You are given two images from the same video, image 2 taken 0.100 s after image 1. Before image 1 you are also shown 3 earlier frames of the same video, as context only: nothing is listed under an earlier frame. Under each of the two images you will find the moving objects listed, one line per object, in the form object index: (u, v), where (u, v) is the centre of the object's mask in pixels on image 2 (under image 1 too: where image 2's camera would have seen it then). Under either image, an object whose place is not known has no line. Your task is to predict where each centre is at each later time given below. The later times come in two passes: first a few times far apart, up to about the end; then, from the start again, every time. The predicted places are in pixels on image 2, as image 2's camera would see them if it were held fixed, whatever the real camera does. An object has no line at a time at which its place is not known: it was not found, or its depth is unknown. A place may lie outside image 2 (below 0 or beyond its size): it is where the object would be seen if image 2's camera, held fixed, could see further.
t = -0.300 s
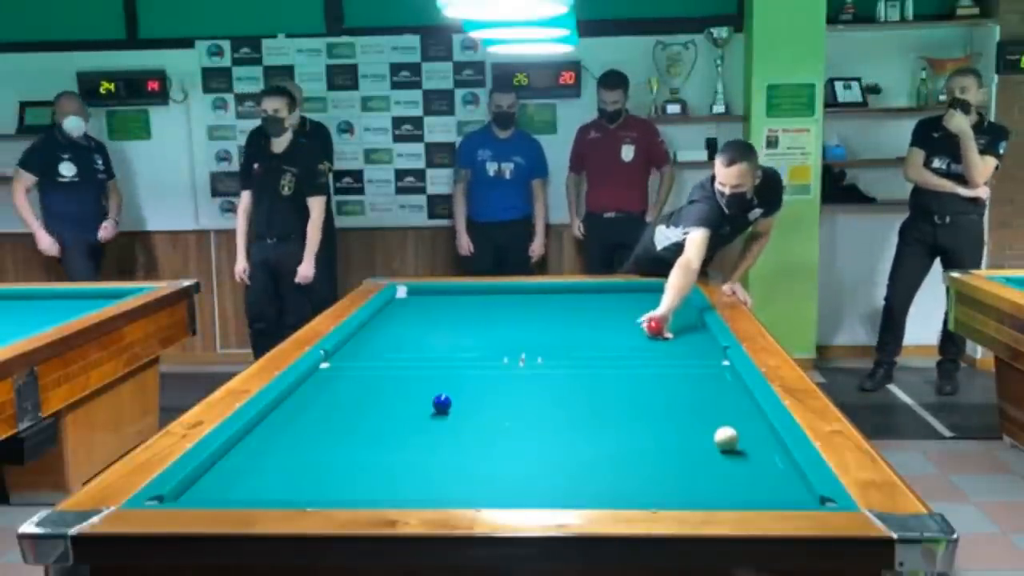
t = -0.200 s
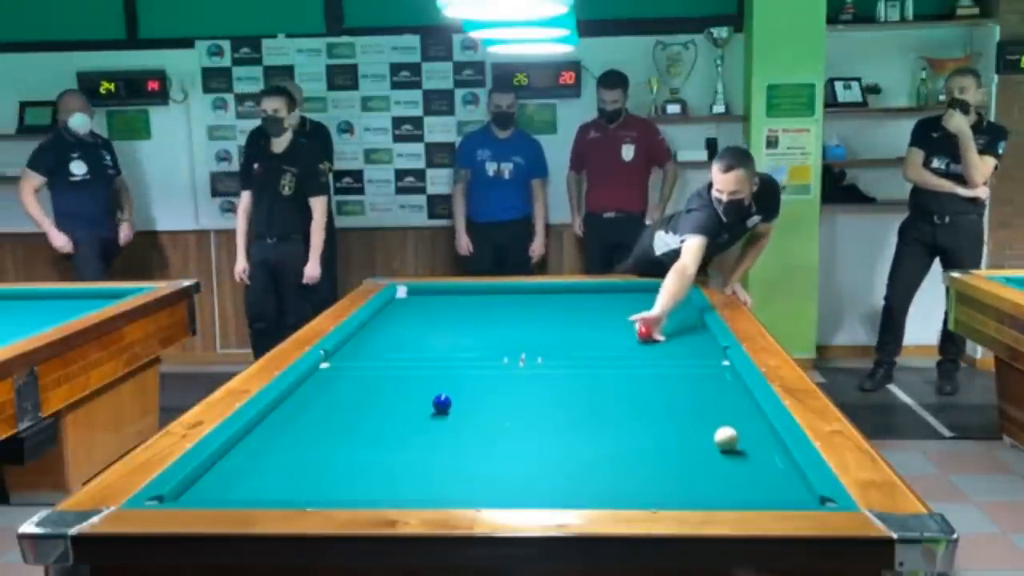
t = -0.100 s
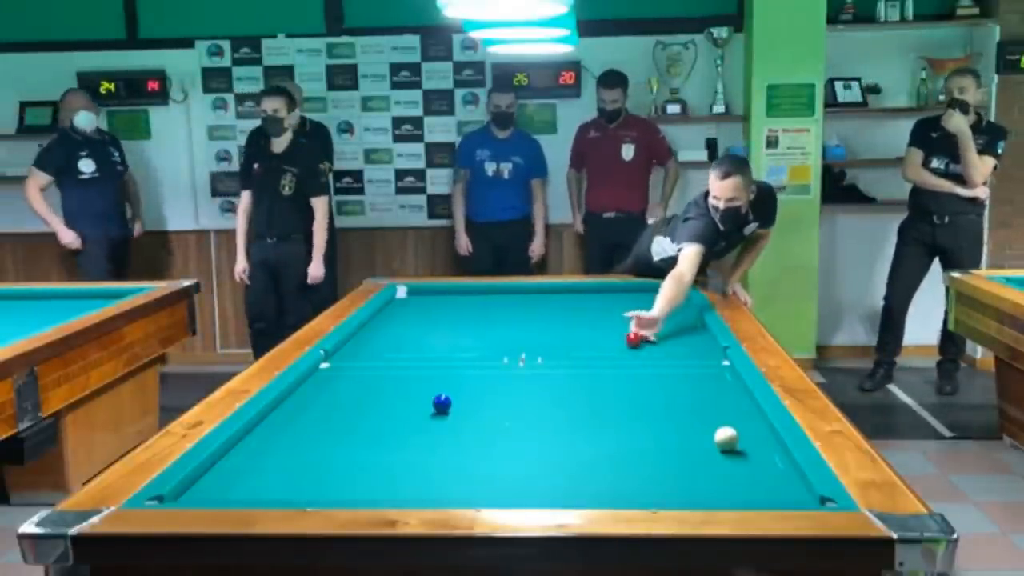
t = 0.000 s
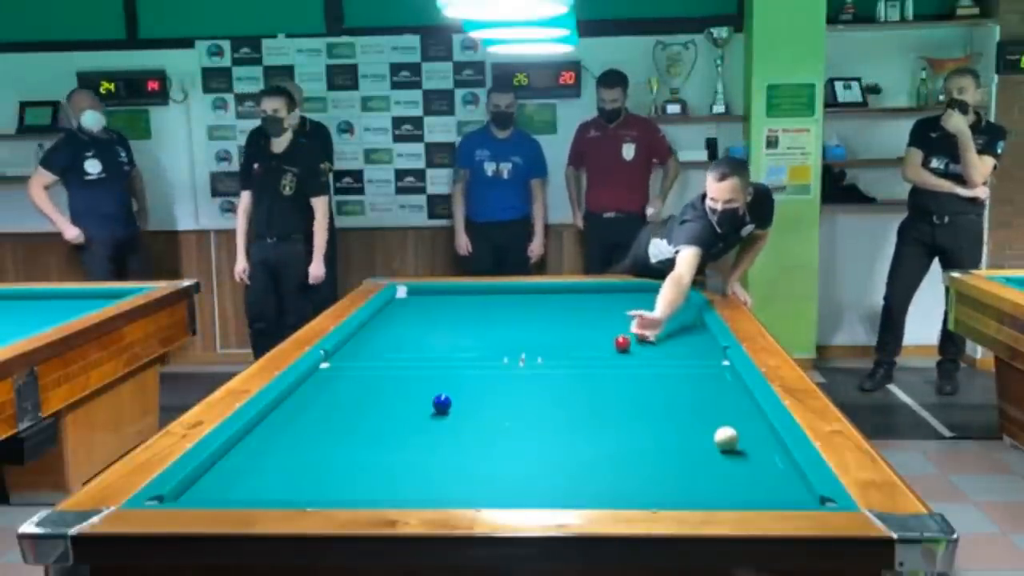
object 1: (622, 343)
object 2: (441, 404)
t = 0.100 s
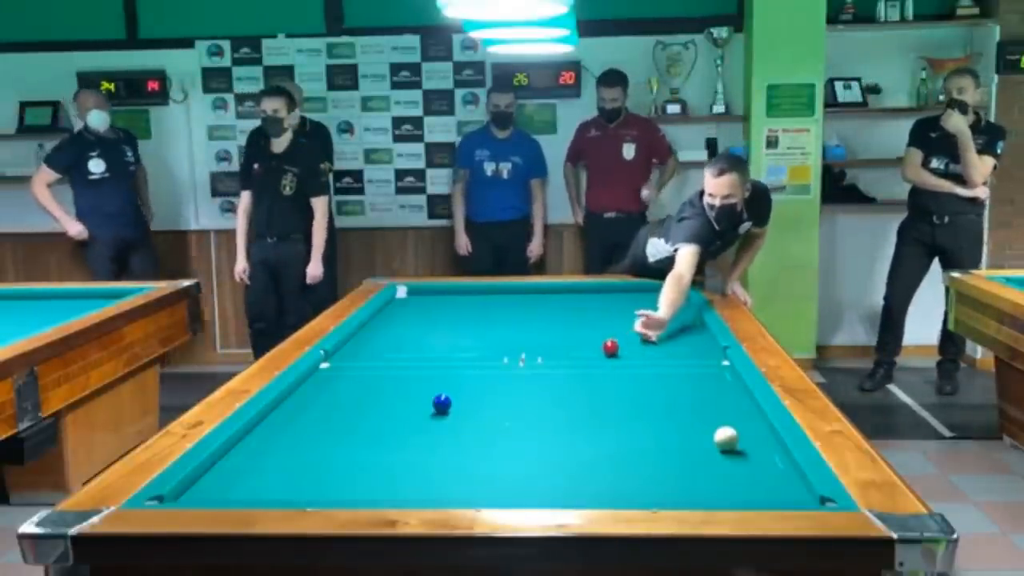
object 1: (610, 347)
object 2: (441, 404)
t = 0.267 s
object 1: (590, 355)
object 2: (441, 404)
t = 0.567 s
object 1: (552, 369)
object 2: (441, 404)
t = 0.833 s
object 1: (514, 383)
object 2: (441, 404)
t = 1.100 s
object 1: (473, 398)
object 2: (441, 403)
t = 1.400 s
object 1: (442, 417)
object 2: (419, 404)
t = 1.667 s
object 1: (416, 436)
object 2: (394, 404)
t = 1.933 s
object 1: (387, 456)
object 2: (371, 404)
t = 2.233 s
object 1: (352, 481)
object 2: (347, 404)
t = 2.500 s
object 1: (318, 495)
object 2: (327, 404)
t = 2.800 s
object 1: (315, 487)
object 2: (306, 404)
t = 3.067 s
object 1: (313, 477)
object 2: (288, 404)
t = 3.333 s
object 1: (312, 465)
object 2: (291, 403)
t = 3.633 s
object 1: (310, 453)
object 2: (299, 402)
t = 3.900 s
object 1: (309, 443)
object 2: (307, 402)
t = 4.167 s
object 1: (308, 435)
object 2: (314, 401)
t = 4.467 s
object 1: (307, 426)
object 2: (320, 401)
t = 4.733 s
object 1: (306, 418)
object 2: (325, 400)
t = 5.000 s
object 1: (305, 412)
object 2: (328, 399)
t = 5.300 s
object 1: (305, 405)
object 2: (331, 399)
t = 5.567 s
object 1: (304, 400)
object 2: (333, 399)
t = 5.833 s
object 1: (304, 395)
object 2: (334, 399)
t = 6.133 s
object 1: (304, 390)
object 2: (333, 399)
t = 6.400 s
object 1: (303, 385)
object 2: (333, 399)
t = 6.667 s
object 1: (308, 381)
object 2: (333, 399)
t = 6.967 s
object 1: (315, 379)
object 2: (333, 399)
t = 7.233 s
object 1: (320, 376)
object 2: (333, 399)
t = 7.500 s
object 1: (324, 373)
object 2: (333, 399)
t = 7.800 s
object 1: (328, 371)
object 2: (333, 399)
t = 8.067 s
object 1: (331, 368)
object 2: (333, 399)
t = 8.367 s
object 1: (334, 367)
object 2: (333, 399)
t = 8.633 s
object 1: (335, 365)
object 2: (333, 399)
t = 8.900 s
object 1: (336, 364)
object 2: (333, 399)
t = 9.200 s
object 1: (340, 363)
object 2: (333, 399)
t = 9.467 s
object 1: (345, 363)
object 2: (333, 399)
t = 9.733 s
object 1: (345, 362)
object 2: (333, 399)
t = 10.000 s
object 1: (345, 362)
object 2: (333, 399)
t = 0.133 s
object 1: (606, 349)
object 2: (441, 404)
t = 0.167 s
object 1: (602, 350)
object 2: (441, 404)
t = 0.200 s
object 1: (598, 352)
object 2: (441, 404)
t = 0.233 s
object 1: (594, 354)
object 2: (441, 404)
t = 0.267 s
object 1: (590, 355)
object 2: (441, 404)
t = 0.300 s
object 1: (586, 357)
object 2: (441, 404)
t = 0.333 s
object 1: (582, 357)
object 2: (441, 404)
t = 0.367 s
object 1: (577, 359)
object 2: (441, 404)
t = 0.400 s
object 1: (573, 361)
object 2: (441, 404)
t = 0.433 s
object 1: (569, 363)
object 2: (441, 404)
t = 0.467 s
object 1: (565, 364)
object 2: (441, 404)
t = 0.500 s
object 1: (560, 366)
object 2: (441, 404)
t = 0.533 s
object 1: (556, 368)
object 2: (441, 404)
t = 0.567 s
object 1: (552, 369)
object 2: (441, 404)
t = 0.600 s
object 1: (547, 371)
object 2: (441, 404)
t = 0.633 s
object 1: (542, 373)
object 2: (441, 404)
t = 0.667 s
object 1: (538, 374)
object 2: (441, 404)
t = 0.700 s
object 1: (533, 376)
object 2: (441, 404)
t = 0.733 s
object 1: (529, 378)
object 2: (441, 404)
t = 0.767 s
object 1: (524, 380)
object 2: (441, 404)
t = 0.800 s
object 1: (519, 381)
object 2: (441, 404)
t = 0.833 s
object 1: (514, 383)
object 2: (441, 404)
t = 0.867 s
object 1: (509, 385)
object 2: (441, 404)
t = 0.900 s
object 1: (504, 387)
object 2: (441, 404)
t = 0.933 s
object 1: (499, 389)
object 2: (441, 404)
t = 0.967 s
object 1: (494, 391)
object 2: (441, 404)
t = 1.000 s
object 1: (489, 392)
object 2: (441, 404)
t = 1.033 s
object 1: (484, 394)
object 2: (441, 404)
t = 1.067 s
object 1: (479, 396)
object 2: (441, 404)
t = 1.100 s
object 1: (473, 398)
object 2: (441, 403)
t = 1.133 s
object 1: (468, 400)
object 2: (441, 403)
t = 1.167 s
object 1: (463, 402)
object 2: (441, 404)
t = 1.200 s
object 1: (459, 404)
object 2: (438, 404)
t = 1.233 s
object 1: (457, 407)
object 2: (435, 404)
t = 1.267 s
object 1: (454, 408)
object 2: (431, 404)
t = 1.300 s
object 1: (451, 411)
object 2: (428, 404)
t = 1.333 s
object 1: (448, 413)
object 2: (425, 404)
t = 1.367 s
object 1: (445, 415)
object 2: (422, 404)
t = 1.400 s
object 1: (442, 417)
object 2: (419, 404)
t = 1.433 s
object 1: (439, 419)
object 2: (415, 404)
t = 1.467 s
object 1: (436, 421)
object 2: (413, 404)
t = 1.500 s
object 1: (432, 423)
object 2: (409, 404)
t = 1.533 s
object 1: (429, 426)
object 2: (406, 404)
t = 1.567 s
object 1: (426, 428)
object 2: (403, 404)
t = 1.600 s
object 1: (423, 430)
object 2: (400, 404)
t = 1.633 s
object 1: (420, 433)
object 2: (397, 404)
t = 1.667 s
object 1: (416, 436)
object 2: (394, 404)
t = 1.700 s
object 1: (413, 438)
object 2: (391, 404)
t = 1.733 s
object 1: (409, 440)
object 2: (389, 404)
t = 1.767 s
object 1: (405, 443)
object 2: (386, 404)
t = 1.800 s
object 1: (402, 445)
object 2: (383, 404)
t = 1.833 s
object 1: (398, 448)
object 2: (380, 404)
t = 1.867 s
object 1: (395, 450)
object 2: (377, 404)
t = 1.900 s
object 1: (391, 453)
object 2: (374, 404)
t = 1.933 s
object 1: (387, 456)
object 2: (371, 404)
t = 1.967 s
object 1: (384, 459)
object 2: (369, 404)
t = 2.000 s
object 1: (379, 461)
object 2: (366, 404)
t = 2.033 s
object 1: (376, 464)
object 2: (363, 404)
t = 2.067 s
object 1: (372, 467)
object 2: (360, 404)
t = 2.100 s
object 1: (368, 470)
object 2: (358, 404)
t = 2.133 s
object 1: (364, 473)
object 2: (355, 404)
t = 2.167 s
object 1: (360, 476)
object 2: (352, 404)
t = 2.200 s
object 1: (356, 479)
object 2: (350, 404)
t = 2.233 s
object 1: (352, 481)
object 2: (347, 404)
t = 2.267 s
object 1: (347, 484)
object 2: (344, 404)
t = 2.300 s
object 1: (343, 486)
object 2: (342, 404)
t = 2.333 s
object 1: (339, 488)
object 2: (339, 404)
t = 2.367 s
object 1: (335, 490)
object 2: (337, 404)
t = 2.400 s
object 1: (330, 491)
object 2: (334, 404)
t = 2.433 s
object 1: (326, 493)
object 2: (332, 404)
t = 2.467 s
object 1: (321, 494)
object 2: (329, 404)
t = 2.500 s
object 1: (318, 495)
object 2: (327, 404)
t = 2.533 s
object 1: (317, 495)
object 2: (324, 404)
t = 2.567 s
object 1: (317, 494)
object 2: (322, 404)
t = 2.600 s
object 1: (317, 493)
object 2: (319, 404)
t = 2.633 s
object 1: (316, 492)
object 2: (317, 404)
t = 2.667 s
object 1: (316, 491)
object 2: (315, 404)
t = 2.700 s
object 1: (316, 490)
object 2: (312, 404)
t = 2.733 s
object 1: (315, 489)
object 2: (310, 404)
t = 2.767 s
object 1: (315, 488)
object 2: (308, 404)
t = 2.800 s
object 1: (315, 487)
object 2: (306, 404)
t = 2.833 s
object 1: (315, 486)
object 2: (303, 404)
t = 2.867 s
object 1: (314, 485)
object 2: (301, 404)
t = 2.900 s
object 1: (314, 484)
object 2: (299, 404)
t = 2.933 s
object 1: (314, 483)
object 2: (297, 404)
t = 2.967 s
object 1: (314, 482)
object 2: (294, 404)
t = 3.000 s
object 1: (314, 480)
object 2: (292, 404)
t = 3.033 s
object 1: (313, 478)
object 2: (290, 404)
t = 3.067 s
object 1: (313, 477)
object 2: (288, 404)
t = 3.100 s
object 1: (313, 475)
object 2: (286, 404)
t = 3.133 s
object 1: (313, 474)
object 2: (284, 404)
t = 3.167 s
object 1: (312, 472)
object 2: (285, 404)
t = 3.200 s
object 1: (313, 471)
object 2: (286, 404)
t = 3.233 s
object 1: (312, 469)
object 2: (287, 404)
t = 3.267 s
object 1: (312, 468)
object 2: (289, 404)
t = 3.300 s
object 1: (312, 466)
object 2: (290, 404)
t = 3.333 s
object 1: (312, 465)
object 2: (291, 403)
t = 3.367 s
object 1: (312, 463)
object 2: (292, 403)
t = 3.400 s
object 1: (311, 462)
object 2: (293, 403)
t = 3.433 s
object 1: (311, 461)
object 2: (294, 402)
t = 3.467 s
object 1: (311, 459)
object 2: (295, 402)
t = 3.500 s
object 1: (311, 458)
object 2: (295, 402)
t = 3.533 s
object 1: (311, 456)
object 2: (296, 402)
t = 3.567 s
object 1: (311, 455)
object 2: (298, 402)
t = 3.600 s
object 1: (311, 454)
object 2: (299, 402)
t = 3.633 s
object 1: (310, 453)
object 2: (299, 402)
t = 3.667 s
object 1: (310, 451)
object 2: (301, 402)
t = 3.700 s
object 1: (310, 450)
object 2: (302, 402)
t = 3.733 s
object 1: (310, 449)
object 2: (303, 402)
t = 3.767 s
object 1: (310, 448)
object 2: (304, 402)
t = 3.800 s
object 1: (310, 447)
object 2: (304, 402)
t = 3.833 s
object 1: (310, 445)
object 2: (305, 402)
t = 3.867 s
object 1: (309, 444)
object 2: (306, 402)
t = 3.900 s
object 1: (309, 443)
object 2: (307, 402)
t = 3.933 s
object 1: (309, 442)
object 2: (308, 402)
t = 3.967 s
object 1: (309, 441)
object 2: (309, 402)
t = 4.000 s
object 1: (309, 440)
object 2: (310, 402)
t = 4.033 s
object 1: (309, 438)
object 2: (310, 402)
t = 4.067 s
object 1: (309, 437)
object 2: (311, 401)
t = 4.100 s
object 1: (309, 436)
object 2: (312, 401)
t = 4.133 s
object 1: (309, 435)
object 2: (313, 401)
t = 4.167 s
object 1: (308, 435)
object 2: (314, 401)
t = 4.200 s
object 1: (308, 433)
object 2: (315, 401)
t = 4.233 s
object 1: (308, 432)
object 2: (315, 401)
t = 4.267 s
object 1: (308, 431)
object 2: (316, 401)
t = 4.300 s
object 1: (308, 430)
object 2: (317, 401)
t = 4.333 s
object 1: (308, 430)
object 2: (318, 401)
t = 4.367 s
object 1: (308, 428)
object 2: (318, 401)
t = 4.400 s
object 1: (308, 428)
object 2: (319, 401)
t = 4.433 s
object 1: (307, 427)
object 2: (319, 401)
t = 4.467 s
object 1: (307, 426)
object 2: (320, 401)
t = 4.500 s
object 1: (307, 425)
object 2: (321, 400)
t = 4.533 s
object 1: (307, 424)
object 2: (321, 401)
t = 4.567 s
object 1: (307, 423)
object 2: (322, 400)
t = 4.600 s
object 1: (307, 422)
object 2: (323, 400)
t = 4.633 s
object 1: (307, 421)
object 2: (323, 400)
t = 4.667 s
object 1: (307, 420)
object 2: (324, 400)
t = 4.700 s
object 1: (306, 419)
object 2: (324, 400)
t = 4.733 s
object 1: (306, 418)
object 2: (325, 400)
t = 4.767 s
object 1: (306, 418)
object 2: (325, 400)
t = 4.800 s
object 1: (306, 417)
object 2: (326, 399)
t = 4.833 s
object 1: (306, 416)
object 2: (326, 400)
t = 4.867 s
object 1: (306, 415)
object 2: (326, 400)
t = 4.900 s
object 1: (306, 414)
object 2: (327, 399)
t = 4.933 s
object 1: (306, 413)
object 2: (327, 399)
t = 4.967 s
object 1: (305, 412)
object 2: (328, 399)
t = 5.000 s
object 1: (305, 412)
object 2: (328, 399)
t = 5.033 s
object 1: (305, 411)
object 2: (328, 399)
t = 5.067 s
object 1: (305, 410)
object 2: (329, 399)
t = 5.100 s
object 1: (305, 410)
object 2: (329, 399)
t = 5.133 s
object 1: (305, 409)
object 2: (329, 399)
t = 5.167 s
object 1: (305, 408)
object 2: (330, 399)
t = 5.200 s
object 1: (305, 407)
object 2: (330, 399)
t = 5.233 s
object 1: (305, 407)
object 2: (330, 399)
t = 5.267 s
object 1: (305, 406)
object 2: (330, 399)
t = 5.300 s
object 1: (305, 405)
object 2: (331, 399)
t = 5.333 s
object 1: (304, 404)
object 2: (331, 399)
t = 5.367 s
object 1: (304, 404)
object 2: (331, 399)
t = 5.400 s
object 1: (304, 403)
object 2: (331, 399)
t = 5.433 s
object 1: (304, 402)
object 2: (332, 399)
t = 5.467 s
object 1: (304, 402)
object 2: (332, 399)
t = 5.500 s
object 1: (304, 401)
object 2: (332, 399)
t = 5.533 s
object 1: (304, 400)
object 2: (332, 399)
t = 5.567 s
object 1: (304, 400)
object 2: (333, 399)
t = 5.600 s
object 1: (304, 399)
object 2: (333, 399)
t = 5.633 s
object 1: (304, 398)
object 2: (333, 399)
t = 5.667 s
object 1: (304, 398)
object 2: (333, 399)
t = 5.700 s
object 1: (304, 397)
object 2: (333, 399)
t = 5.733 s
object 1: (304, 396)
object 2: (334, 399)
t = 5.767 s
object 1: (304, 396)
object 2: (334, 399)
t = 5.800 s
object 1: (304, 395)
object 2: (334, 399)
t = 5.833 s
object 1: (304, 395)
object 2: (334, 399)
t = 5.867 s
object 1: (304, 394)
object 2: (334, 399)
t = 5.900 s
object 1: (304, 394)
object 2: (334, 399)
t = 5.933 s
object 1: (304, 393)
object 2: (334, 399)
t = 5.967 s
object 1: (304, 392)
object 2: (334, 399)
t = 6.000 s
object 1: (304, 392)
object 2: (333, 399)
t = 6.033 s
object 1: (304, 391)
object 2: (333, 399)
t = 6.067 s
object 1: (304, 391)
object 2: (333, 399)
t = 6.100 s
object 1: (304, 390)
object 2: (333, 399)
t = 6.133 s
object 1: (304, 390)
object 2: (333, 399)
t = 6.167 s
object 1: (304, 389)
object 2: (333, 399)
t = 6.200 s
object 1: (304, 388)
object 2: (333, 399)
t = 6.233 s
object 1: (304, 388)
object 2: (333, 399)
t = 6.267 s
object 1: (303, 387)
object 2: (333, 399)
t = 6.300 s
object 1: (304, 387)
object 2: (333, 399)
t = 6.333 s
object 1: (303, 386)
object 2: (333, 399)
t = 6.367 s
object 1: (303, 386)
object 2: (333, 399)
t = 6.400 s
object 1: (303, 385)
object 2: (333, 399)
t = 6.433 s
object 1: (303, 385)
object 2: (333, 399)
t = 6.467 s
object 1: (304, 384)
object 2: (333, 399)
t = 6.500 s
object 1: (305, 384)
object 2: (333, 399)
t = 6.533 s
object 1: (305, 383)
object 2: (333, 399)
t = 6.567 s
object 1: (306, 383)
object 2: (333, 399)
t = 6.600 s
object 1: (307, 382)
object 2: (333, 399)
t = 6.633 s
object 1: (308, 382)
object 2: (333, 399)
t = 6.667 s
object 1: (308, 381)
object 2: (333, 399)
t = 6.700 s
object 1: (309, 381)
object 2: (333, 399)
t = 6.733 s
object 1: (310, 381)
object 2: (333, 399)
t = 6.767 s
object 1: (311, 380)
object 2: (333, 399)
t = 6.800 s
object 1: (311, 380)
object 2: (333, 399)
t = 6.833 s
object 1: (312, 380)
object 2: (333, 399)
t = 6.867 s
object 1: (313, 379)
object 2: (333, 399)
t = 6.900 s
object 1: (313, 379)
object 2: (333, 399)
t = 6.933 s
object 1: (314, 379)
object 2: (333, 399)
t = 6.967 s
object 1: (315, 379)
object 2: (333, 399)
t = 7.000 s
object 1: (315, 378)
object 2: (333, 399)
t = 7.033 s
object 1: (316, 378)
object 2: (333, 399)
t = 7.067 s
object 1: (317, 378)
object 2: (333, 399)
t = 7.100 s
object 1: (317, 377)
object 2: (333, 399)
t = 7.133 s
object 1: (318, 377)
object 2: (333, 399)
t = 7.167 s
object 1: (319, 376)
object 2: (333, 399)
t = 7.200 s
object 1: (319, 376)
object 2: (333, 399)
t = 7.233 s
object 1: (320, 376)
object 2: (333, 399)
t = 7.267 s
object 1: (320, 375)
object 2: (333, 399)
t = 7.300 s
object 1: (321, 375)
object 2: (333, 399)
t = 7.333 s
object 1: (322, 374)
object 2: (333, 399)
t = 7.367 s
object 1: (322, 374)
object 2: (333, 399)
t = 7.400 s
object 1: (323, 374)
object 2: (333, 399)
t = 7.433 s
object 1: (323, 374)
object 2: (333, 399)
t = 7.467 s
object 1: (324, 373)
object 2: (333, 399)
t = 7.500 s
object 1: (324, 373)
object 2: (333, 399)
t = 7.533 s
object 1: (325, 373)
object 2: (333, 399)
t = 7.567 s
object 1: (325, 372)
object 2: (333, 399)
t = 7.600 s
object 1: (326, 372)
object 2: (333, 399)
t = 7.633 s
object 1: (326, 372)
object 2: (333, 399)
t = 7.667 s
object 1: (327, 372)
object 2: (333, 399)
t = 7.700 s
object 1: (327, 371)
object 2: (333, 399)
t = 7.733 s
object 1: (328, 371)
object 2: (333, 399)
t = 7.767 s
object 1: (328, 371)
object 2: (333, 399)
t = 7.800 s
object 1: (328, 371)
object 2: (333, 399)
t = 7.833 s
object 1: (329, 370)
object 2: (333, 399)
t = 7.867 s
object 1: (329, 370)
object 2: (333, 399)
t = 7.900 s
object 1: (329, 370)
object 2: (333, 399)
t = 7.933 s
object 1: (330, 369)
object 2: (333, 399)
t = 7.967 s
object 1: (330, 369)
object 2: (333, 399)
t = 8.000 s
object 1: (331, 369)
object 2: (333, 399)
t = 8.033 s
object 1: (331, 369)
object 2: (333, 399)
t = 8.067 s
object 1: (331, 368)
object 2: (333, 399)
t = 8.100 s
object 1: (332, 368)
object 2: (333, 399)
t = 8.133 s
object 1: (332, 368)
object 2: (333, 399)
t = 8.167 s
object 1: (332, 368)
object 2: (333, 399)
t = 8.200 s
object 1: (332, 367)
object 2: (333, 399)
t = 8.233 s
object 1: (333, 367)
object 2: (333, 399)
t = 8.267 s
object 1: (333, 367)
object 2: (333, 399)
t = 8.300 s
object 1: (333, 367)
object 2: (333, 399)
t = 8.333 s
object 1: (334, 367)
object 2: (333, 399)
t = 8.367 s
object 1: (334, 367)
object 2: (333, 399)
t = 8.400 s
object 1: (334, 366)
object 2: (333, 399)
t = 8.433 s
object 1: (334, 366)
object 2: (333, 399)
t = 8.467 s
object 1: (334, 366)
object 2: (333, 399)
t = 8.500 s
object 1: (334, 366)
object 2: (333, 399)
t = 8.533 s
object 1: (335, 366)
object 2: (333, 399)
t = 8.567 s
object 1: (335, 366)
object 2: (333, 399)
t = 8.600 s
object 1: (335, 366)
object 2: (333, 399)
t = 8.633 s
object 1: (335, 365)
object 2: (333, 399)
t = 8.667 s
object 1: (335, 365)
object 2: (333, 399)
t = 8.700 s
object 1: (335, 365)
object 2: (333, 399)
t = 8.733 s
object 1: (336, 365)
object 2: (333, 399)
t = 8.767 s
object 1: (336, 365)
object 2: (333, 399)
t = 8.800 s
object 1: (336, 365)
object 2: (333, 399)
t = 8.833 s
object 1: (336, 365)
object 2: (333, 399)
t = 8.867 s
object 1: (336, 364)
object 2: (333, 399)
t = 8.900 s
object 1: (336, 364)
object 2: (333, 399)
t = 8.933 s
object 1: (338, 364)
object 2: (333, 399)
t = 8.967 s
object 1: (337, 364)
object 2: (333, 399)
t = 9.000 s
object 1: (337, 364)
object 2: (333, 399)
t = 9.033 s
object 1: (339, 364)
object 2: (333, 399)
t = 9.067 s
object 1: (339, 364)
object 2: (333, 399)
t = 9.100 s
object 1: (339, 364)
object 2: (333, 399)
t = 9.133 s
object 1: (340, 364)
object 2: (333, 399)
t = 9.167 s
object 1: (340, 364)
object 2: (333, 399)
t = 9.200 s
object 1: (340, 363)
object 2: (333, 399)
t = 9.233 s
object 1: (344, 363)
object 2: (333, 399)
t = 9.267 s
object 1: (344, 363)
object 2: (333, 399)
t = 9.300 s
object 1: (344, 363)
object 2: (333, 399)
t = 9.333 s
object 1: (344, 363)
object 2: (333, 399)
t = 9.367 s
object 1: (344, 363)
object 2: (333, 399)
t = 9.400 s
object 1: (345, 363)
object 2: (333, 399)
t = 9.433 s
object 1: (345, 362)
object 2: (333, 399)
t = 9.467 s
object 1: (345, 363)
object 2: (333, 399)
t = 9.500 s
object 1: (345, 362)
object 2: (333, 399)
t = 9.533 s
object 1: (345, 362)
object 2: (333, 399)
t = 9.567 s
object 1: (345, 362)
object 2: (333, 399)
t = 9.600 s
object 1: (345, 362)
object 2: (333, 399)
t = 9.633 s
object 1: (345, 362)
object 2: (333, 399)
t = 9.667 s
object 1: (345, 362)
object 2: (333, 399)
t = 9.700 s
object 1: (345, 362)
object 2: (333, 399)
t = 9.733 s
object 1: (345, 362)
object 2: (333, 399)
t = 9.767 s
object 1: (345, 362)
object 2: (333, 399)
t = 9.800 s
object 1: (345, 362)
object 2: (333, 399)
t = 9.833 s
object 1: (345, 362)
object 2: (333, 399)
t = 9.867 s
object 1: (345, 362)
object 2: (333, 399)
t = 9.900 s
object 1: (345, 362)
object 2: (333, 399)
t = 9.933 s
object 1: (345, 362)
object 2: (333, 399)
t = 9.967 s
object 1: (345, 362)
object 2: (333, 399)
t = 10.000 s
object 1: (345, 362)
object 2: (333, 399)
